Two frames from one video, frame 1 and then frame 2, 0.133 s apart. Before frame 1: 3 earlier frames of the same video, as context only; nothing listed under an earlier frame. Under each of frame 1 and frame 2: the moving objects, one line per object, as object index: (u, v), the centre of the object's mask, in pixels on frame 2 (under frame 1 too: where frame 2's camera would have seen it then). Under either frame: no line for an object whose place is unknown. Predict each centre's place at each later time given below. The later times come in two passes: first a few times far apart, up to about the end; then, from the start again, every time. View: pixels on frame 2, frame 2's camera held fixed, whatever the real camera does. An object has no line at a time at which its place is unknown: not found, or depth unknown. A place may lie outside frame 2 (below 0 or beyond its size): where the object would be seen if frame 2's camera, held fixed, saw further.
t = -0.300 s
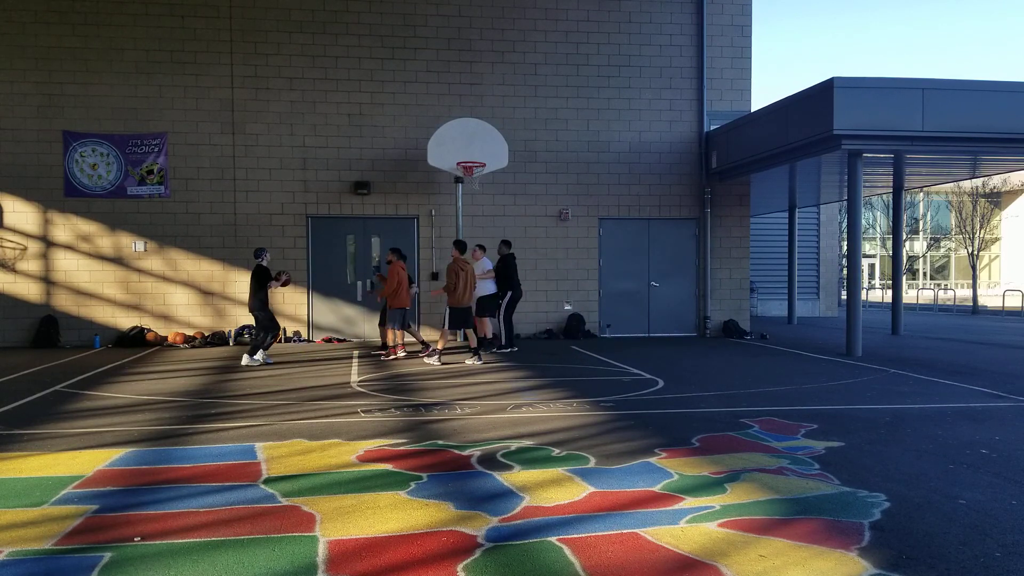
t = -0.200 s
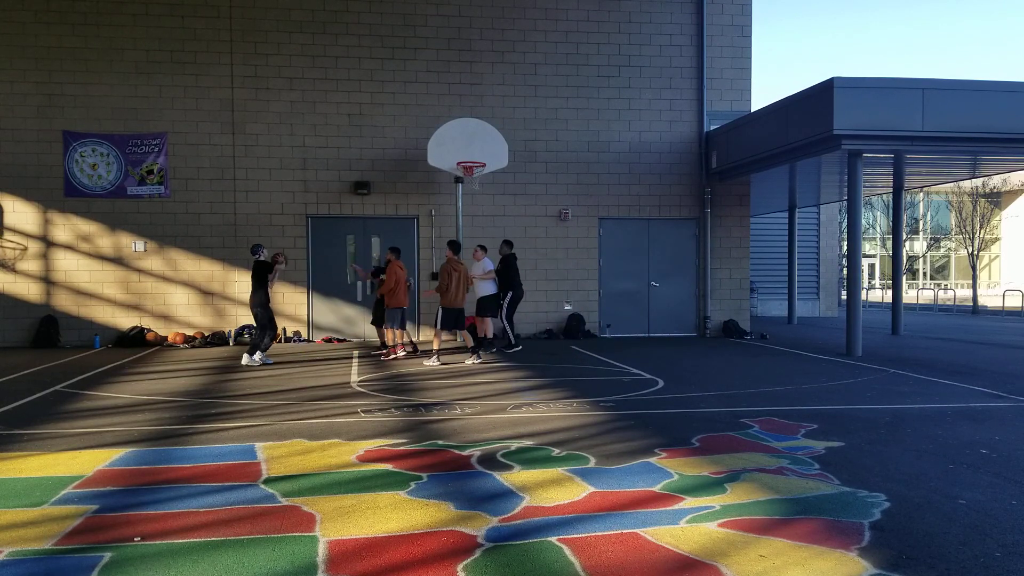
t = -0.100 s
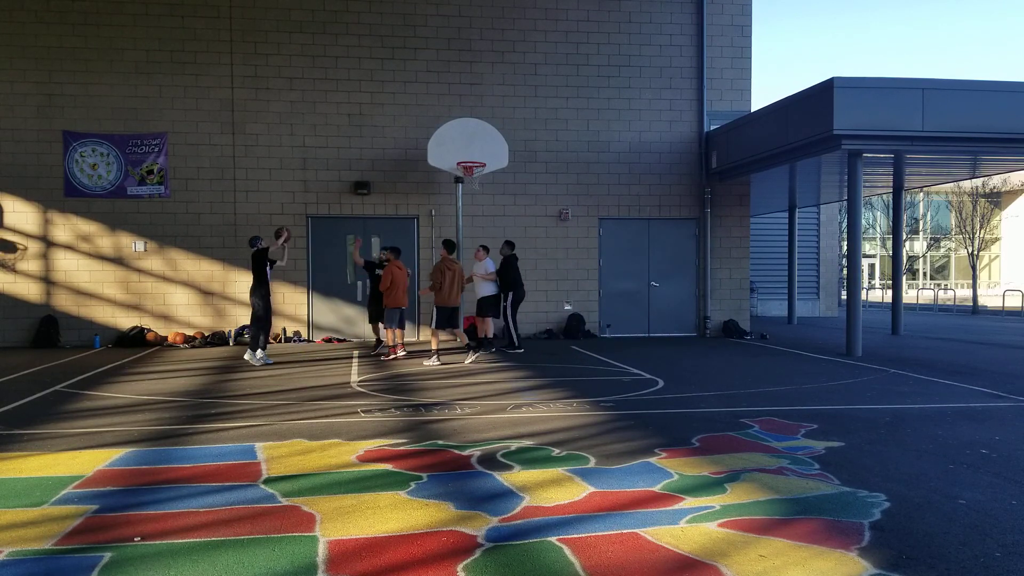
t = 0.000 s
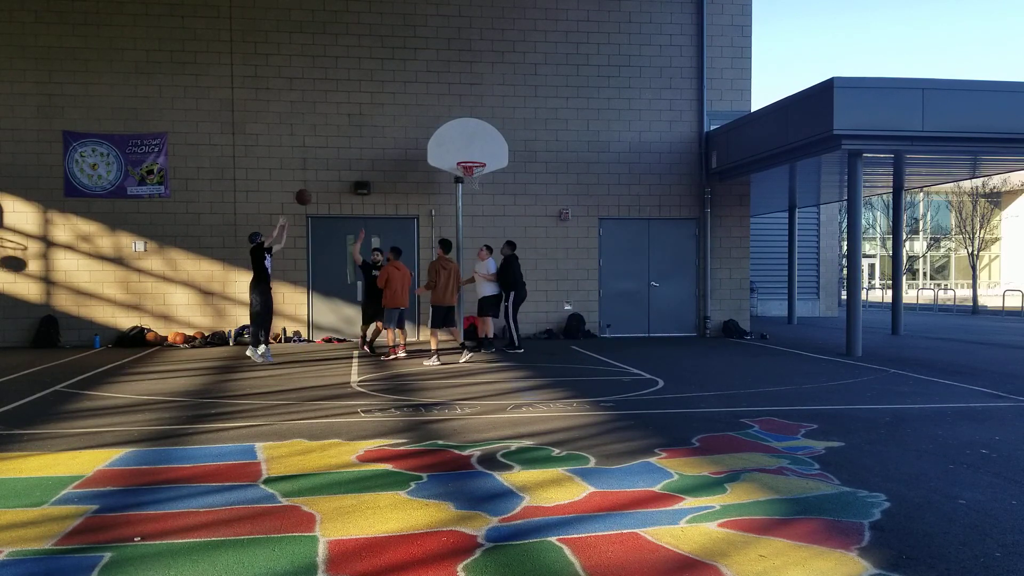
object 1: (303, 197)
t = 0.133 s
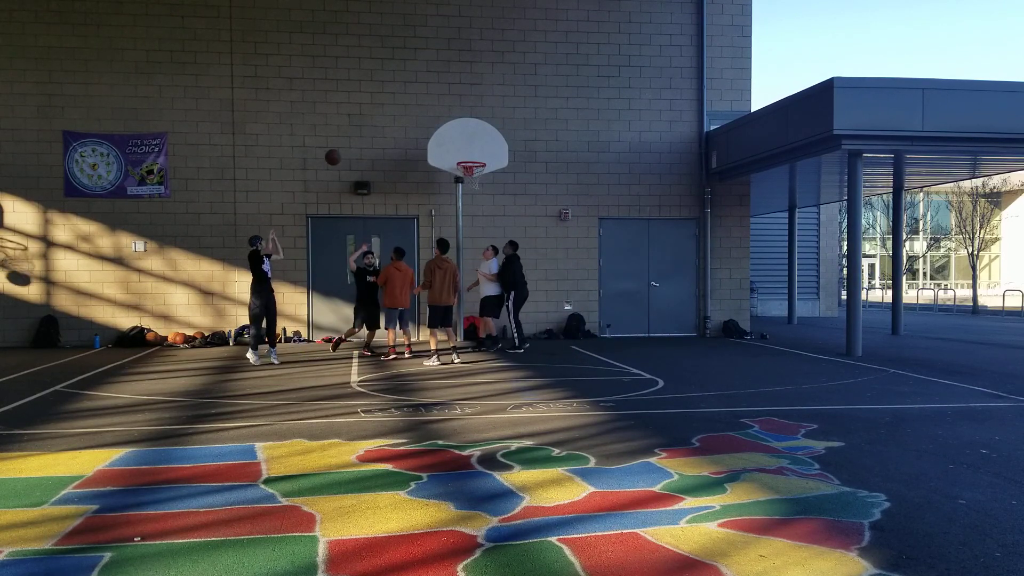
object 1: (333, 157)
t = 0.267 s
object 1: (361, 130)
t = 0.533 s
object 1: (414, 114)
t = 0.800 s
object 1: (463, 142)
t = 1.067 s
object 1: (492, 146)
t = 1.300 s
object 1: (511, 156)
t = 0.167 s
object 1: (340, 149)
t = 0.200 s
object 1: (347, 142)
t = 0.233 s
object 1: (354, 136)
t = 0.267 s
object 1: (361, 130)
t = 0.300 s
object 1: (368, 126)
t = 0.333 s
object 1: (375, 122)
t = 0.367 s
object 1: (381, 119)
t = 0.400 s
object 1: (388, 116)
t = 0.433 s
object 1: (395, 115)
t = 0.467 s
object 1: (401, 114)
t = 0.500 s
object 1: (408, 114)
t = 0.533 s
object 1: (414, 114)
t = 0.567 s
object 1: (420, 116)
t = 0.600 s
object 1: (426, 118)
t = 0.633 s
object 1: (433, 120)
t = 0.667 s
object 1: (439, 123)
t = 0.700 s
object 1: (445, 127)
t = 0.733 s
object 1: (451, 132)
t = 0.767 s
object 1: (457, 137)
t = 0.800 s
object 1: (463, 142)
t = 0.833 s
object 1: (468, 148)
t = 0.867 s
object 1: (474, 155)
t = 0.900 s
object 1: (479, 157)
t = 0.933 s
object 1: (482, 155)
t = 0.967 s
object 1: (485, 151)
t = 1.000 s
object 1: (487, 149)
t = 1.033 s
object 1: (490, 147)
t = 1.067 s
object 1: (492, 146)
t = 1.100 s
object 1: (495, 145)
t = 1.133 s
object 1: (498, 145)
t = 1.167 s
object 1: (500, 146)
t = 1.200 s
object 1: (503, 148)
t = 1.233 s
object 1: (505, 150)
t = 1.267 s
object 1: (508, 152)
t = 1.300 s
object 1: (511, 156)
